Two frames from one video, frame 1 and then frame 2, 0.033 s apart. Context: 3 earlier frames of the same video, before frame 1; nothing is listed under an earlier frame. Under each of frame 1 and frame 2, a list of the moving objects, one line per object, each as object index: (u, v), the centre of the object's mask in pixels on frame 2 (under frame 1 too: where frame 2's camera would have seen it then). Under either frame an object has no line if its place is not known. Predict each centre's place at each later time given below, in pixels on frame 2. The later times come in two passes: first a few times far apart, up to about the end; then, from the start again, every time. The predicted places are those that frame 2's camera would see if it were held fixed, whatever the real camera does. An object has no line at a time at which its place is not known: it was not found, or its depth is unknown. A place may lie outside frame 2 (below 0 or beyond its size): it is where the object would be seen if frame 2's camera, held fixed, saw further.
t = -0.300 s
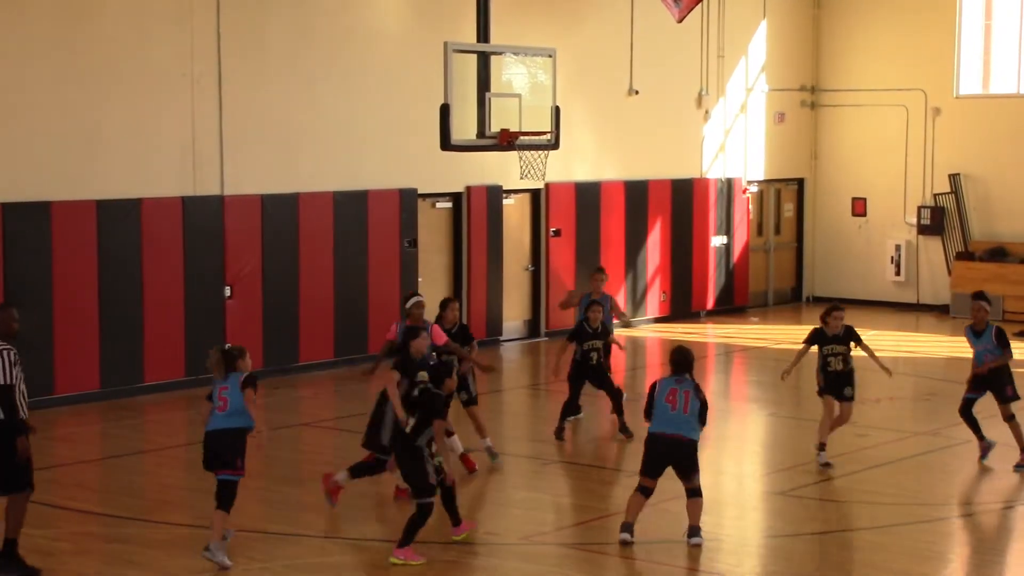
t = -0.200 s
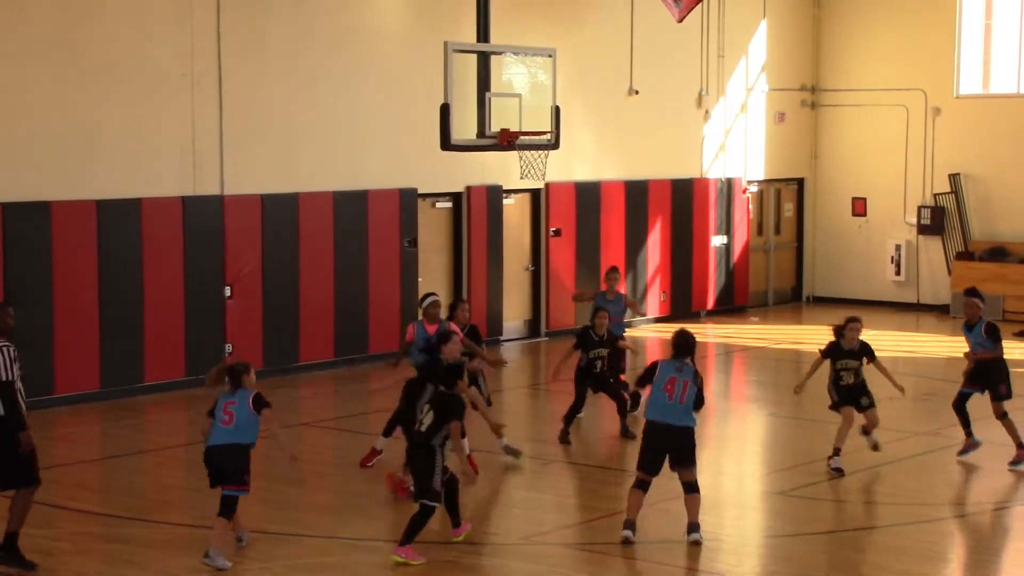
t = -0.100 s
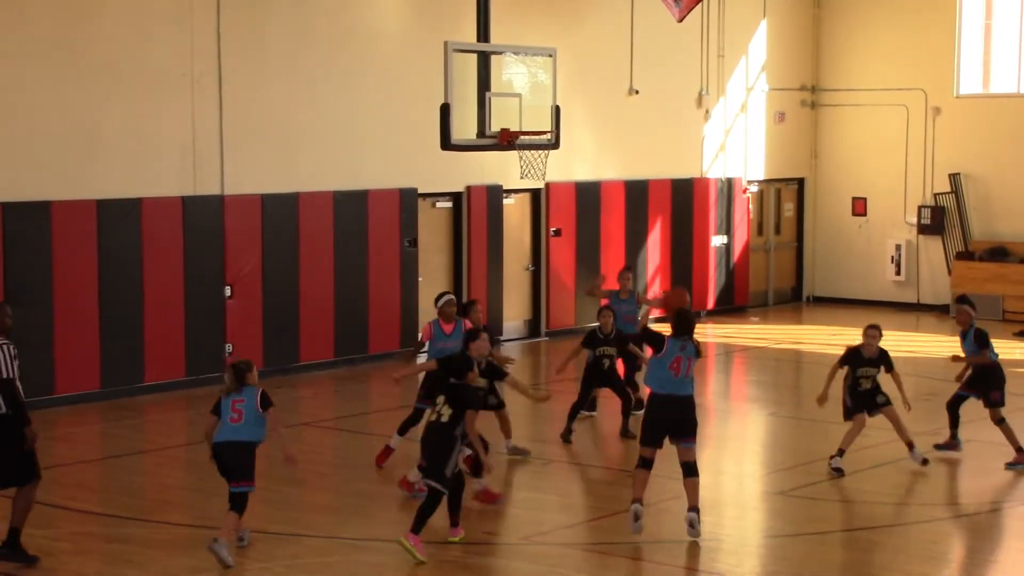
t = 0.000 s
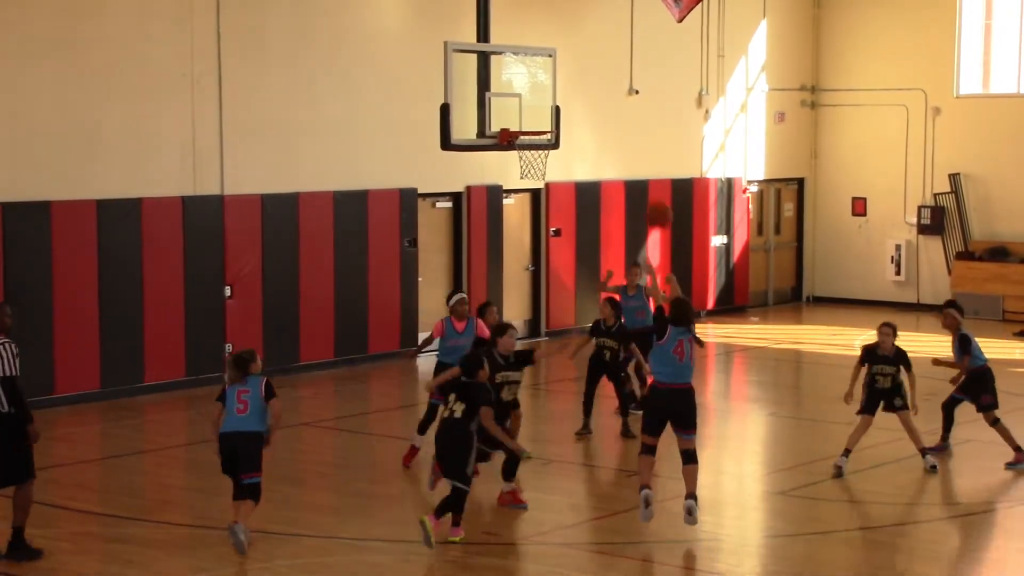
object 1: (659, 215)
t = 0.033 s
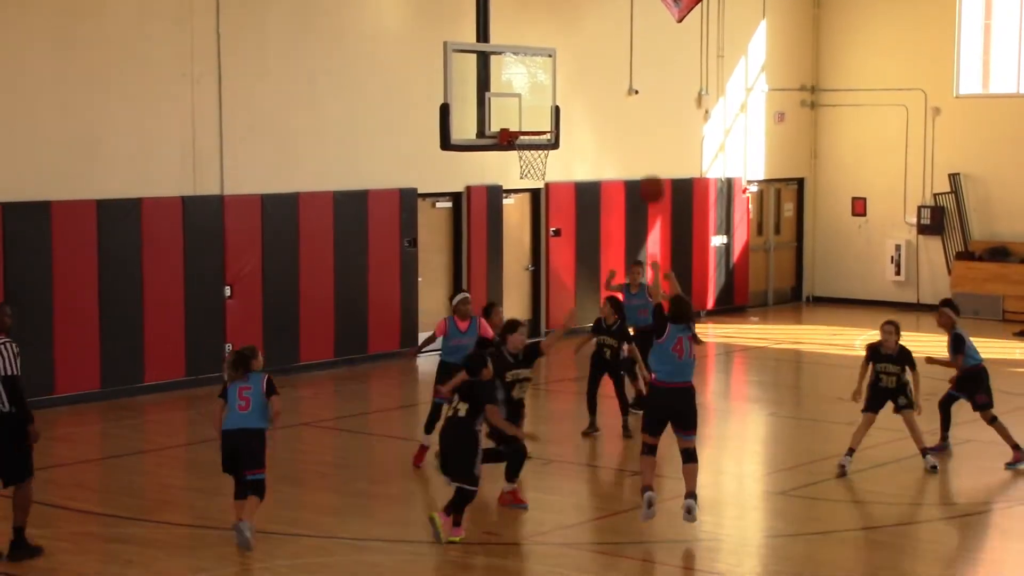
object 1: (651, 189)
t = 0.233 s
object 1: (618, 69)
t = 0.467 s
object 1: (585, 6)
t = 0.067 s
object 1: (645, 165)
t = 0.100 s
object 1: (639, 142)
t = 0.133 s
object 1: (633, 122)
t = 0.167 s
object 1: (628, 102)
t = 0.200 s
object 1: (623, 85)
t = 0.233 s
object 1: (618, 69)
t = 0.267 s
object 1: (612, 55)
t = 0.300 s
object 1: (608, 42)
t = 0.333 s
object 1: (603, 31)
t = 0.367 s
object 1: (598, 21)
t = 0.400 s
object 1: (594, 13)
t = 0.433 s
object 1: (589, 9)
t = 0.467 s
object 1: (585, 6)
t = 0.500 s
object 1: (581, 4)
